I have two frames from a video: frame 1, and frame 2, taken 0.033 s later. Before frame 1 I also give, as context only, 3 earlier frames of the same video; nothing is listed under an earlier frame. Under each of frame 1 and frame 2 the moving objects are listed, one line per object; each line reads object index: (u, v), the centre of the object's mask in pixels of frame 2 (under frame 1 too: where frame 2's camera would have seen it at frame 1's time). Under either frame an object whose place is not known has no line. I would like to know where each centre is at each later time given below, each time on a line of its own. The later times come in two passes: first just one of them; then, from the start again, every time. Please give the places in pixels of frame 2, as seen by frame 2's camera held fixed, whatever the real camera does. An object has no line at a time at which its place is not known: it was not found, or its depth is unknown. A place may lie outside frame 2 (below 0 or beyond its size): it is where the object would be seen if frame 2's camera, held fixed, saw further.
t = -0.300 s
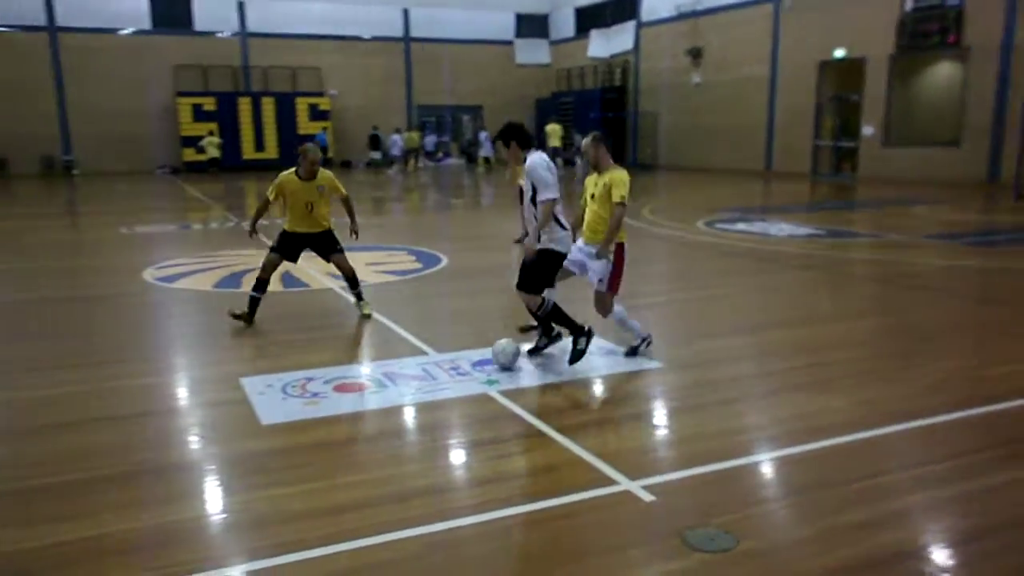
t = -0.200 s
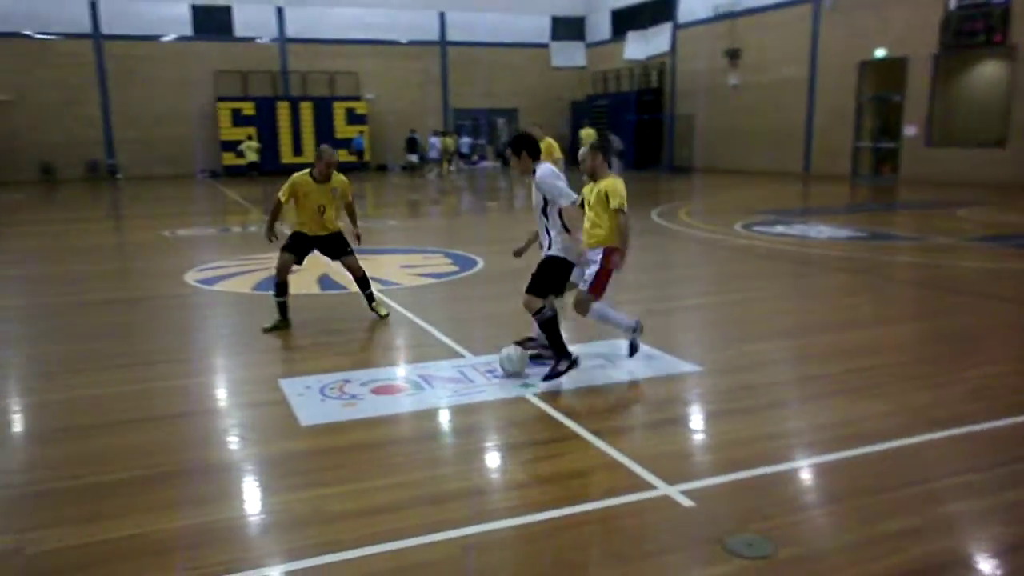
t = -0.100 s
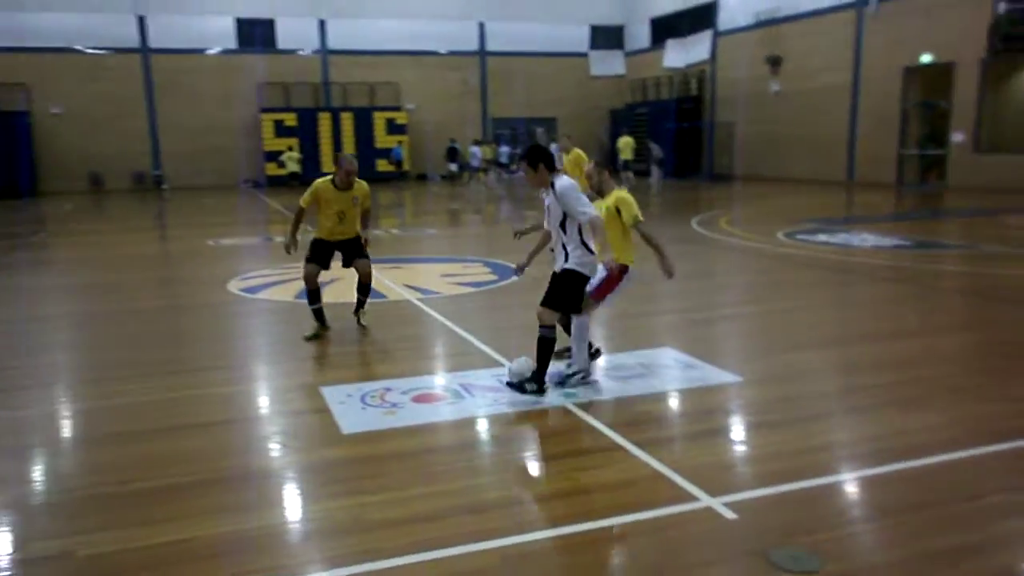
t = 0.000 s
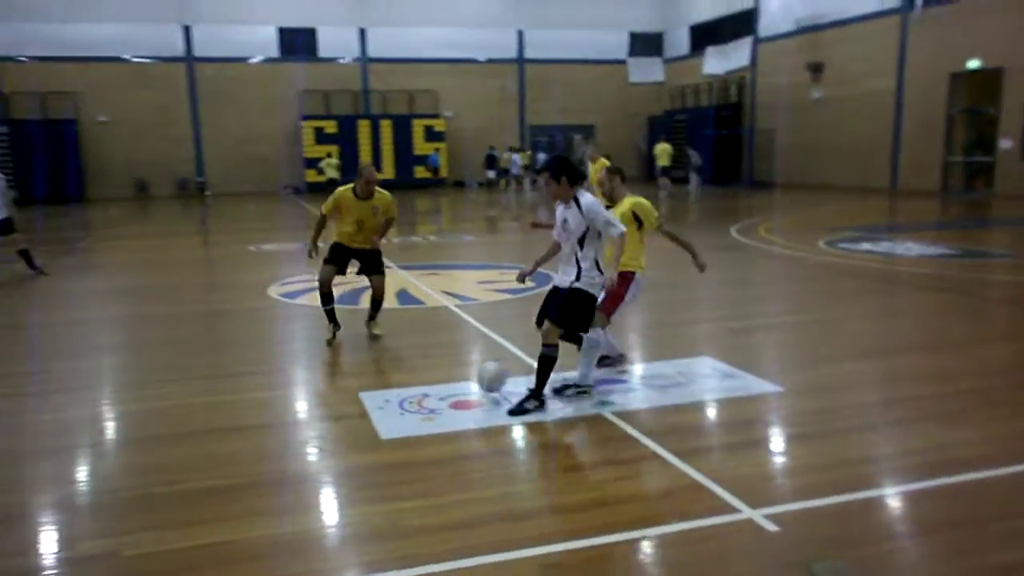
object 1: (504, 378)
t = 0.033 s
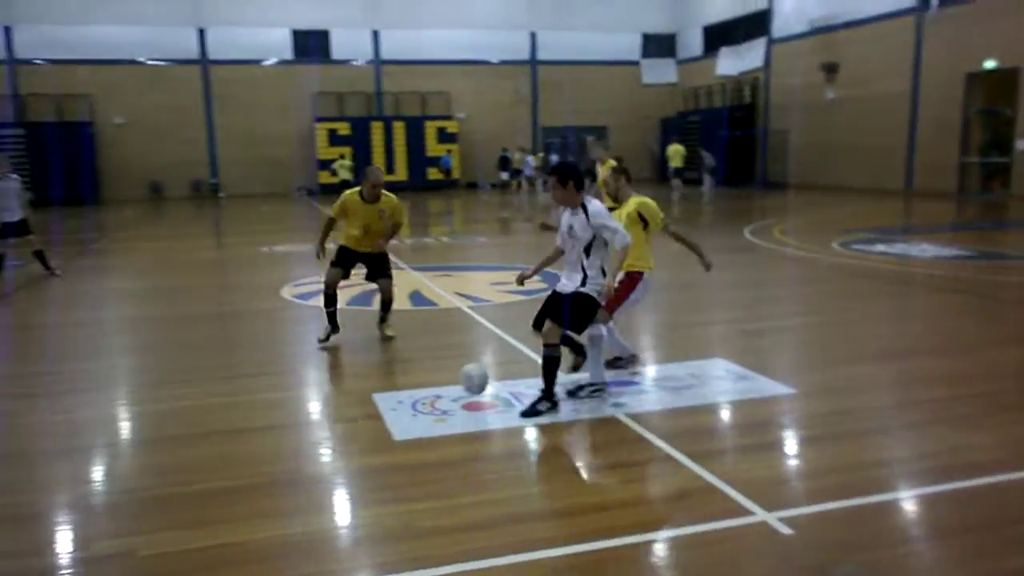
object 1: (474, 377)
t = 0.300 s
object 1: (257, 402)
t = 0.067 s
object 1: (445, 381)
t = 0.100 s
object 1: (415, 384)
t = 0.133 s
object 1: (385, 392)
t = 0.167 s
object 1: (358, 395)
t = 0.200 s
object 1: (330, 396)
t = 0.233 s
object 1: (306, 399)
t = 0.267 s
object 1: (281, 400)
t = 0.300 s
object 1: (257, 402)
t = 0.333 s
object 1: (235, 403)
